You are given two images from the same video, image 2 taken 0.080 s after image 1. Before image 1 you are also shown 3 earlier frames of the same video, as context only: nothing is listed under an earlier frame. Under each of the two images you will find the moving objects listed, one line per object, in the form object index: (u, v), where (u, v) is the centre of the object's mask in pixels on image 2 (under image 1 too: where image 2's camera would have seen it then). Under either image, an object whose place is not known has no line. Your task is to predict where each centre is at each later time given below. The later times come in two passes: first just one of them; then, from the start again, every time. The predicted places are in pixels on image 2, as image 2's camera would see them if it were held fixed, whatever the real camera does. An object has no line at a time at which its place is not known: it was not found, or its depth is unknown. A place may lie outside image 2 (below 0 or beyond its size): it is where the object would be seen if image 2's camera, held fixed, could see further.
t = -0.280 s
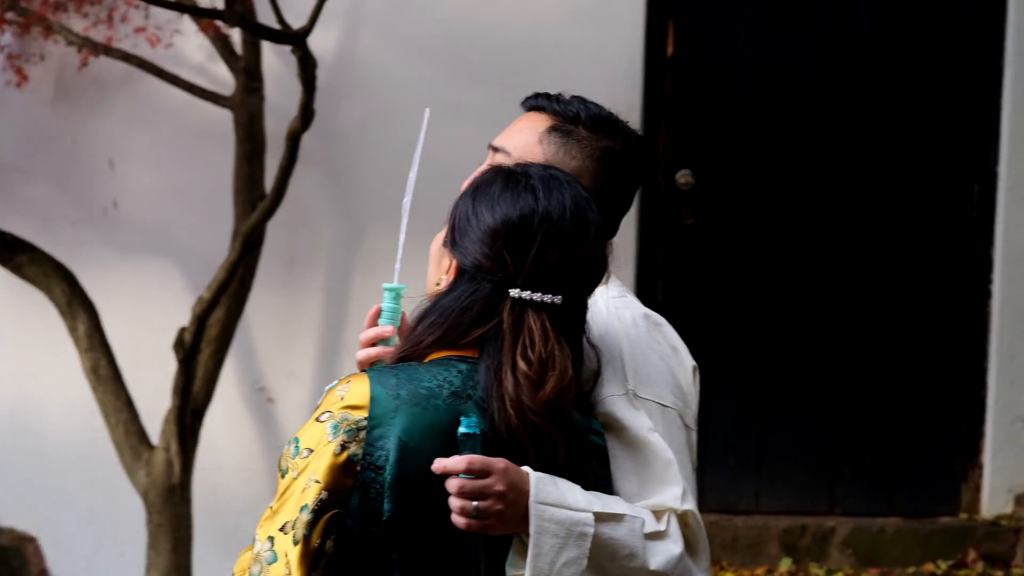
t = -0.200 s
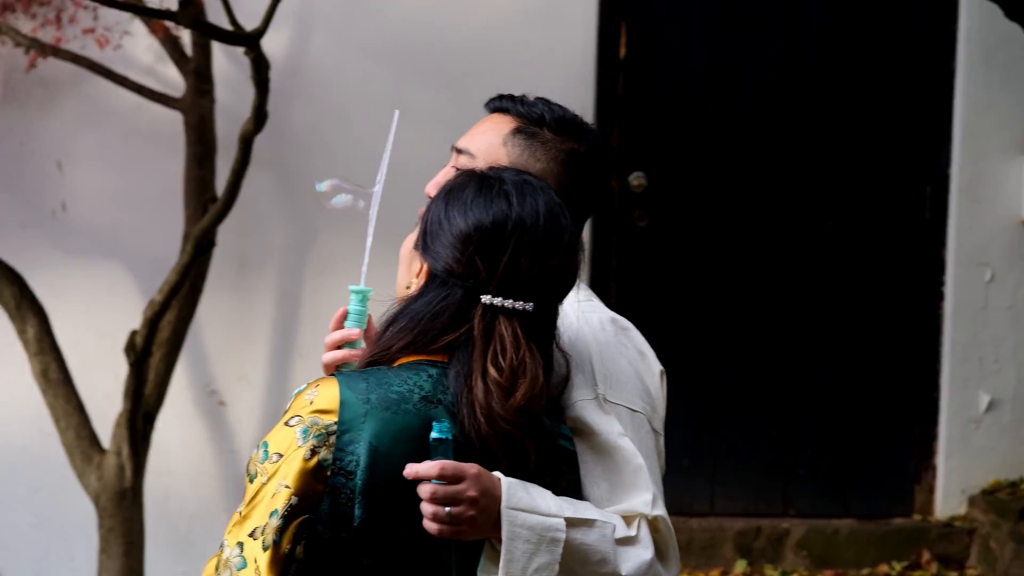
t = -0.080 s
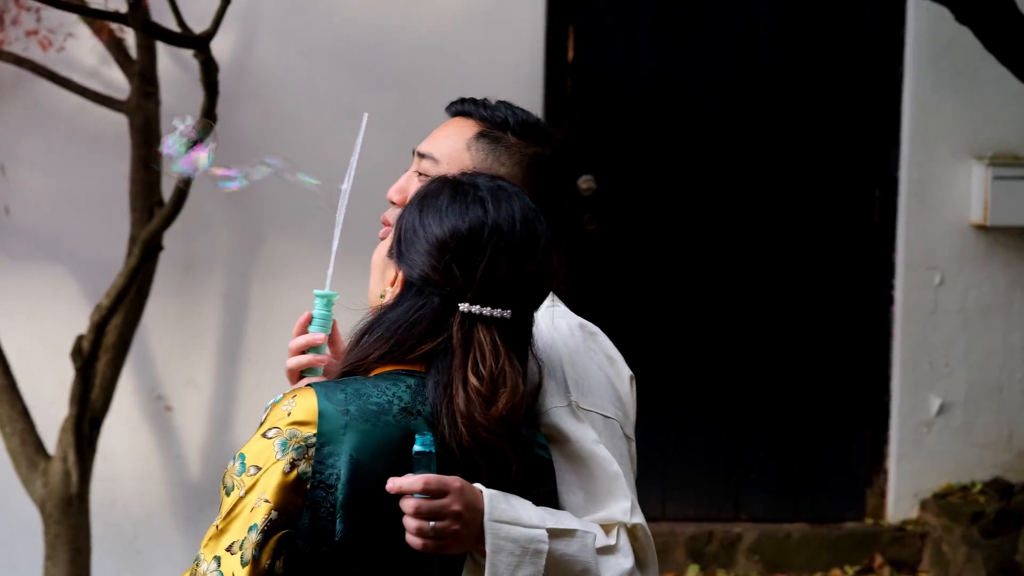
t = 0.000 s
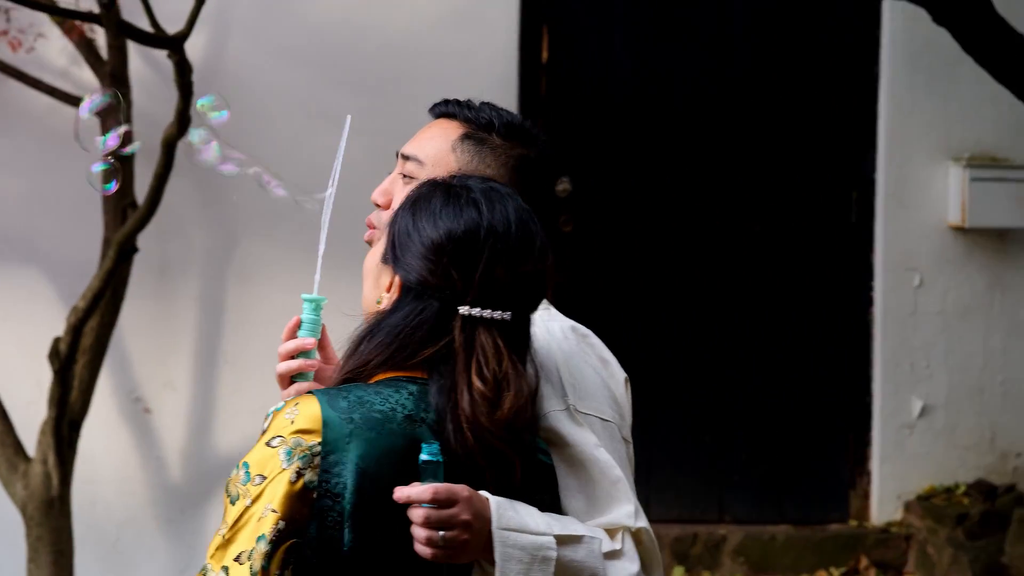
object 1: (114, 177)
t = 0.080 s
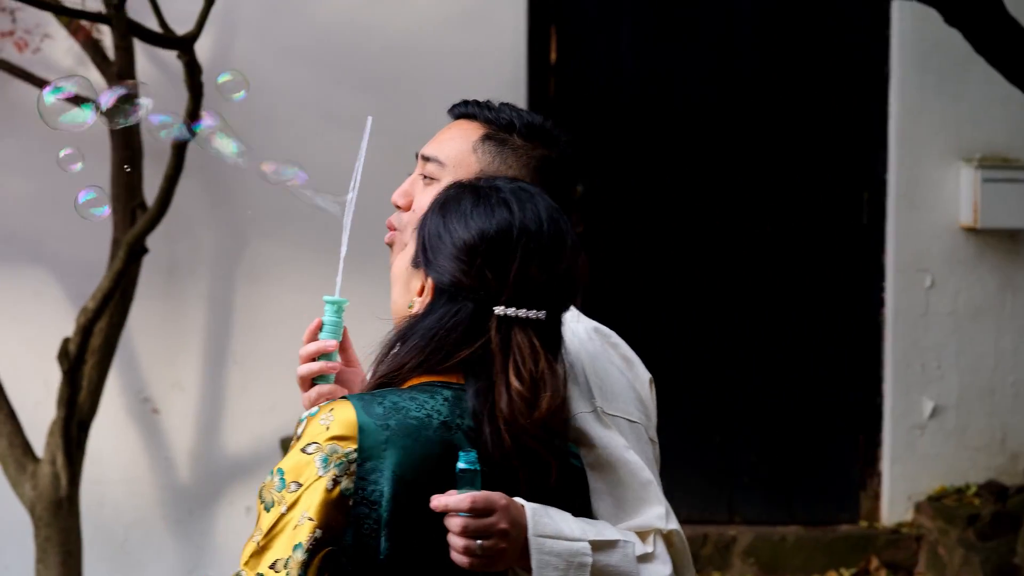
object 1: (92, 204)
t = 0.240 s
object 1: (113, 202)
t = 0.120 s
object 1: (96, 209)
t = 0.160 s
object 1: (101, 208)
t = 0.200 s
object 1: (107, 205)
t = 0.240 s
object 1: (113, 202)
